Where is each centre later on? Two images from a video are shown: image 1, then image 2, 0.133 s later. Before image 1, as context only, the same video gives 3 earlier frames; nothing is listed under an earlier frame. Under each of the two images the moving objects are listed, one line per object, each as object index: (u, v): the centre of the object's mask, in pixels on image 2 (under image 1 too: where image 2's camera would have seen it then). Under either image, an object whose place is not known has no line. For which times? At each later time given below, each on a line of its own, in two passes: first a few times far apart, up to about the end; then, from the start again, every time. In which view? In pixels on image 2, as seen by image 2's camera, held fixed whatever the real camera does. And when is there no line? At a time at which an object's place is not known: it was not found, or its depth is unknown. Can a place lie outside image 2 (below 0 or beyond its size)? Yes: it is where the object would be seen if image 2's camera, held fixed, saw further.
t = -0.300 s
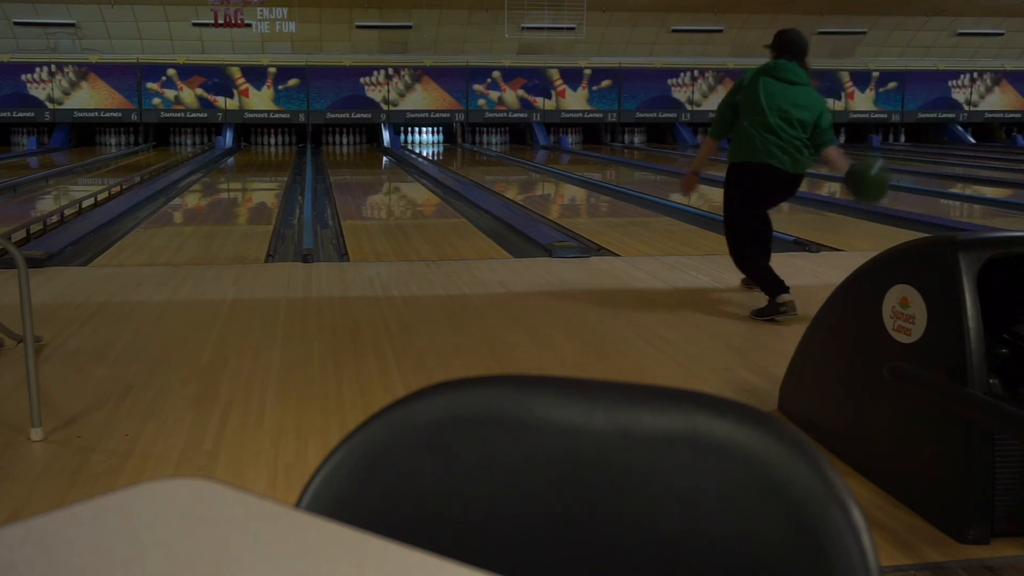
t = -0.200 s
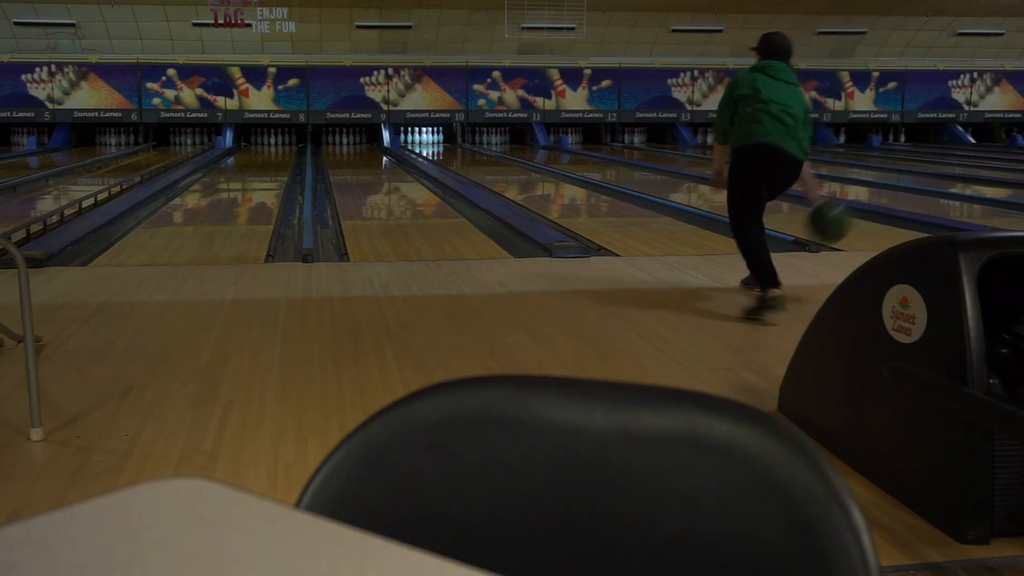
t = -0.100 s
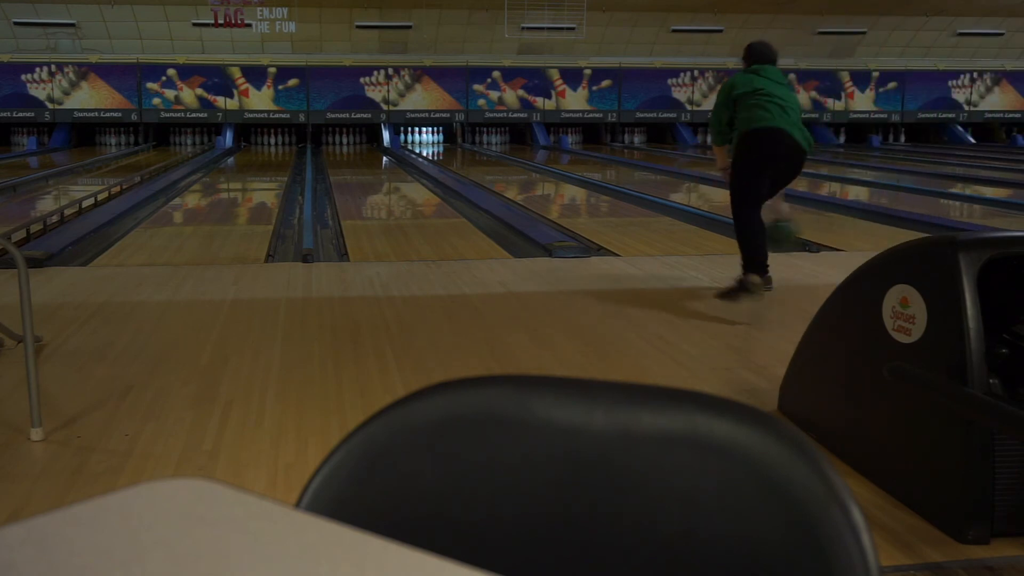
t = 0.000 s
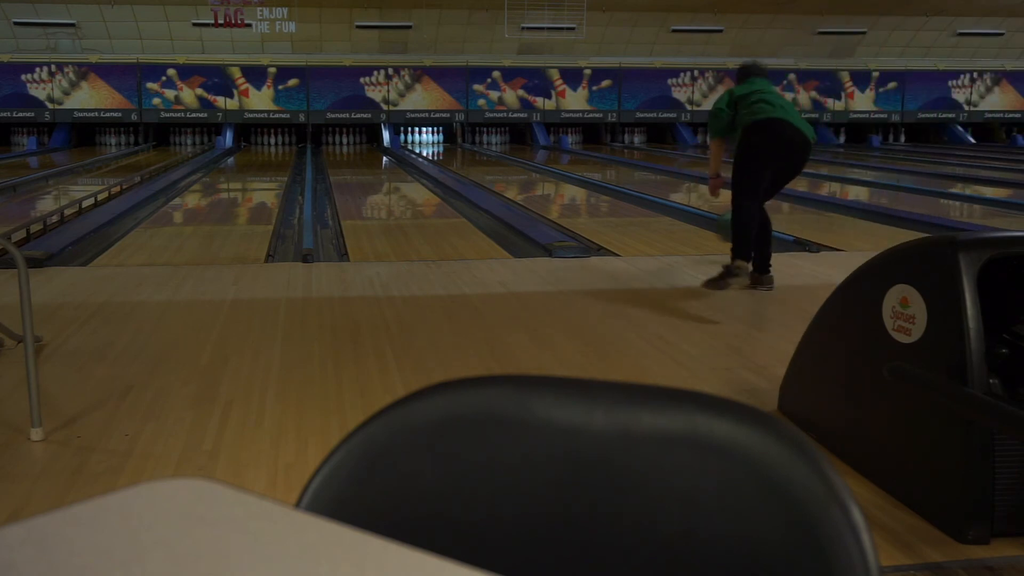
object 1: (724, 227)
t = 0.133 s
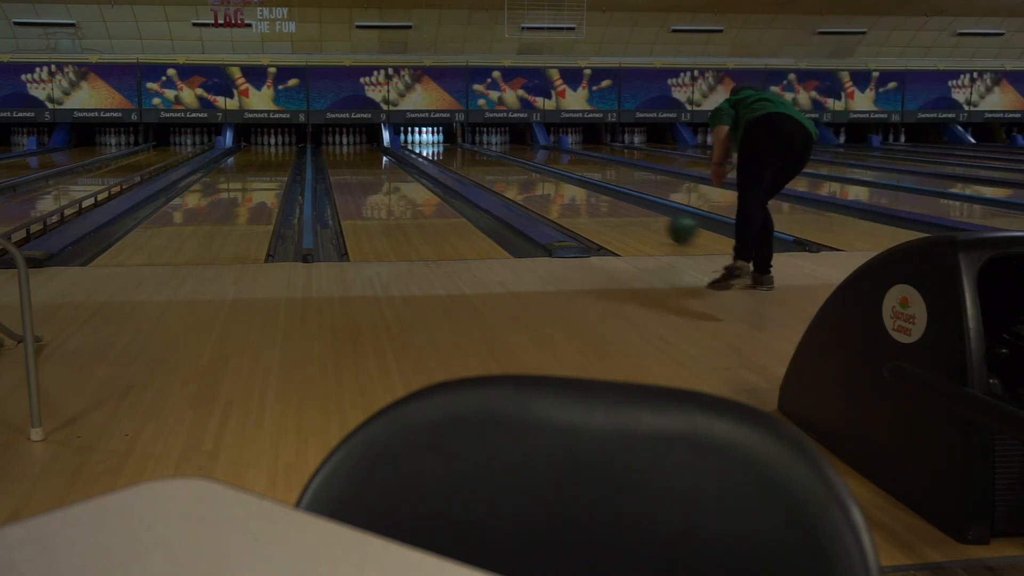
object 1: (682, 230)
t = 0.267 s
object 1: (643, 218)
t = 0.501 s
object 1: (592, 201)
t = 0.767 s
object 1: (551, 187)
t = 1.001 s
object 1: (524, 177)
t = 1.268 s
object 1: (499, 168)
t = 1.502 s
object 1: (482, 161)
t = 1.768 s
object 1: (466, 156)
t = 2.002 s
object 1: (456, 153)
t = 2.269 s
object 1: (443, 147)
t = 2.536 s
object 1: (434, 145)
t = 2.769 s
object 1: (427, 142)
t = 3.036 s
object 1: (421, 141)
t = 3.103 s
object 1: (418, 140)
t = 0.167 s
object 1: (672, 226)
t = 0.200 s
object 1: (662, 223)
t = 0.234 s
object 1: (652, 221)
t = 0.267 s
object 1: (643, 218)
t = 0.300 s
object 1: (635, 216)
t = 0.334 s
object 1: (627, 214)
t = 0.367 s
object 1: (619, 210)
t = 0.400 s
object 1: (612, 208)
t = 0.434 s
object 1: (605, 204)
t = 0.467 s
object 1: (599, 203)
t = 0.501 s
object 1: (592, 201)
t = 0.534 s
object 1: (587, 198)
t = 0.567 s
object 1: (581, 196)
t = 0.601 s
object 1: (575, 195)
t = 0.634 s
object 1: (570, 193)
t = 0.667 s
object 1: (565, 191)
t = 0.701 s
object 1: (560, 190)
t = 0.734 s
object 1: (555, 188)
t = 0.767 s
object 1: (551, 187)
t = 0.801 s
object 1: (546, 184)
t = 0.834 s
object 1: (543, 183)
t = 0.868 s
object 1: (538, 182)
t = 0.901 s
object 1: (535, 180)
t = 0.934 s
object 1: (530, 179)
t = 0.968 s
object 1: (527, 178)
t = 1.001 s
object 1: (524, 177)
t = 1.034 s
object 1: (521, 176)
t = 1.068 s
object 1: (516, 174)
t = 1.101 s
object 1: (513, 173)
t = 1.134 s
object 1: (510, 171)
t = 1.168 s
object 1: (508, 170)
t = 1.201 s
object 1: (505, 170)
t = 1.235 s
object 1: (503, 169)
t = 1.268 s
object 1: (499, 168)
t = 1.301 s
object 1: (496, 167)
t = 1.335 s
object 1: (494, 166)
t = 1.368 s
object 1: (491, 165)
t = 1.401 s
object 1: (489, 164)
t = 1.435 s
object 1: (486, 163)
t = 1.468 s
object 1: (484, 162)
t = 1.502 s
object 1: (482, 161)
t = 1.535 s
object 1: (480, 161)
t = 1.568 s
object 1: (478, 161)
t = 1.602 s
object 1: (477, 160)
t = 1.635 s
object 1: (474, 159)
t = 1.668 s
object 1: (473, 159)
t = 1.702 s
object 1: (471, 158)
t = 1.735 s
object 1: (469, 157)
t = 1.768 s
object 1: (466, 156)
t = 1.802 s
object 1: (464, 155)
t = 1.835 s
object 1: (462, 155)
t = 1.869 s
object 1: (461, 154)
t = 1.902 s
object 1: (460, 153)
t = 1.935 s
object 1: (458, 152)
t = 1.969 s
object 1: (457, 152)
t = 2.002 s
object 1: (456, 153)
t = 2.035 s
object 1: (453, 151)
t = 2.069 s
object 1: (452, 150)
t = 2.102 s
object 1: (451, 151)
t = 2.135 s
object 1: (450, 150)
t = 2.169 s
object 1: (449, 150)
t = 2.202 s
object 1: (447, 150)
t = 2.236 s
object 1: (449, 150)
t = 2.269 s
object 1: (443, 147)
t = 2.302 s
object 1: (442, 148)
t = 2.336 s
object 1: (441, 148)
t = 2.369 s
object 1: (440, 148)
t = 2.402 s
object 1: (439, 146)
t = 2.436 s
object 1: (438, 146)
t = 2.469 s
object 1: (436, 145)
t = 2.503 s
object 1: (435, 145)
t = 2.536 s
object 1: (434, 145)
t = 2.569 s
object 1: (433, 144)
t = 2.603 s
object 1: (431, 144)
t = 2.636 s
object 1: (431, 144)
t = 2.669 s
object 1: (430, 143)
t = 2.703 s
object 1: (429, 143)
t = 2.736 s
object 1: (428, 143)
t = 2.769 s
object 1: (427, 142)
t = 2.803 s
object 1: (426, 142)
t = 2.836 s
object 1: (425, 142)
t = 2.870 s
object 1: (424, 142)
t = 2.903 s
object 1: (424, 142)
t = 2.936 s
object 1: (423, 141)
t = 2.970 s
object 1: (422, 141)
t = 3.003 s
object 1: (421, 141)
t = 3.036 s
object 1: (421, 141)
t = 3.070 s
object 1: (420, 140)
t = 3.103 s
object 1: (418, 140)
